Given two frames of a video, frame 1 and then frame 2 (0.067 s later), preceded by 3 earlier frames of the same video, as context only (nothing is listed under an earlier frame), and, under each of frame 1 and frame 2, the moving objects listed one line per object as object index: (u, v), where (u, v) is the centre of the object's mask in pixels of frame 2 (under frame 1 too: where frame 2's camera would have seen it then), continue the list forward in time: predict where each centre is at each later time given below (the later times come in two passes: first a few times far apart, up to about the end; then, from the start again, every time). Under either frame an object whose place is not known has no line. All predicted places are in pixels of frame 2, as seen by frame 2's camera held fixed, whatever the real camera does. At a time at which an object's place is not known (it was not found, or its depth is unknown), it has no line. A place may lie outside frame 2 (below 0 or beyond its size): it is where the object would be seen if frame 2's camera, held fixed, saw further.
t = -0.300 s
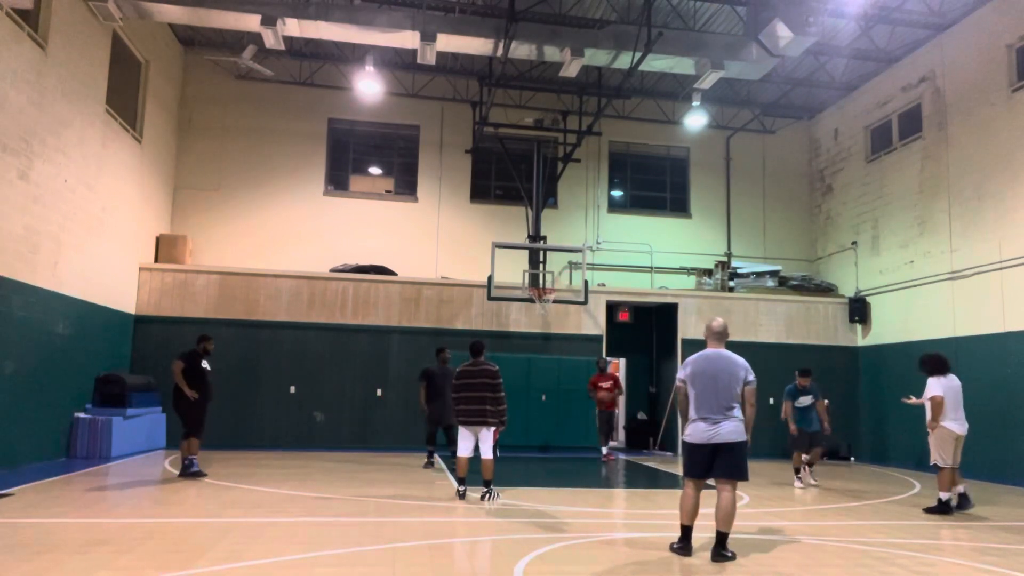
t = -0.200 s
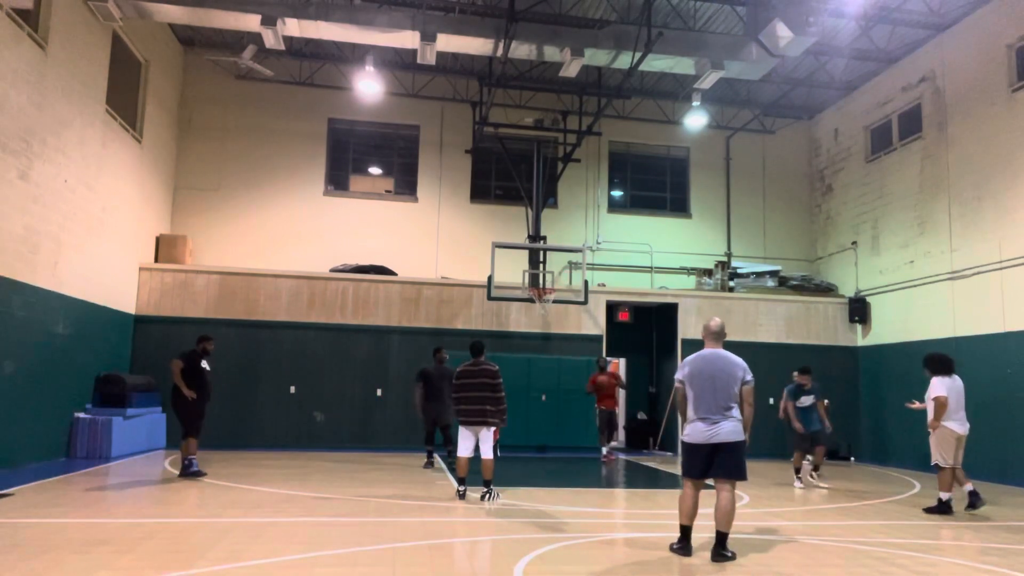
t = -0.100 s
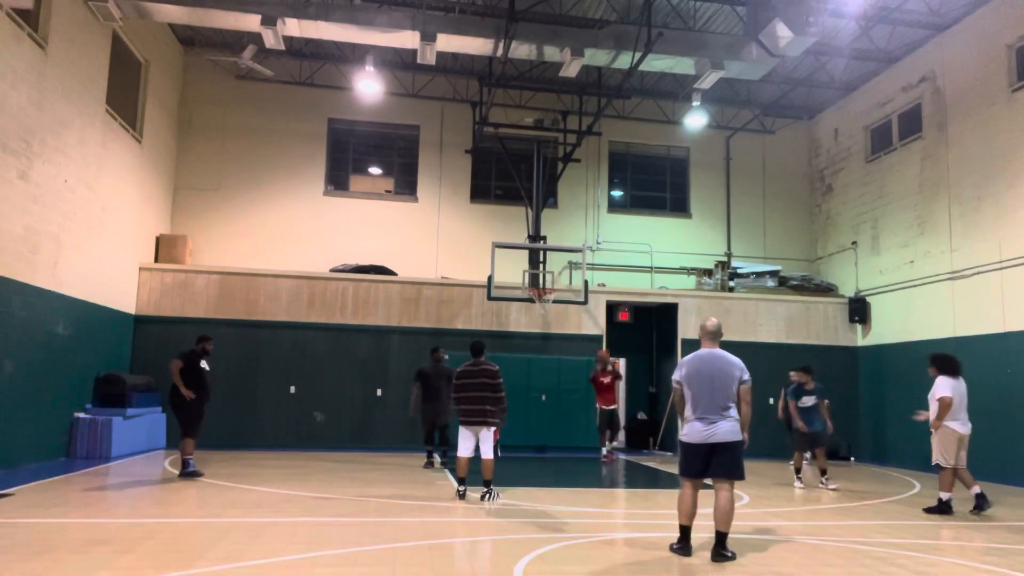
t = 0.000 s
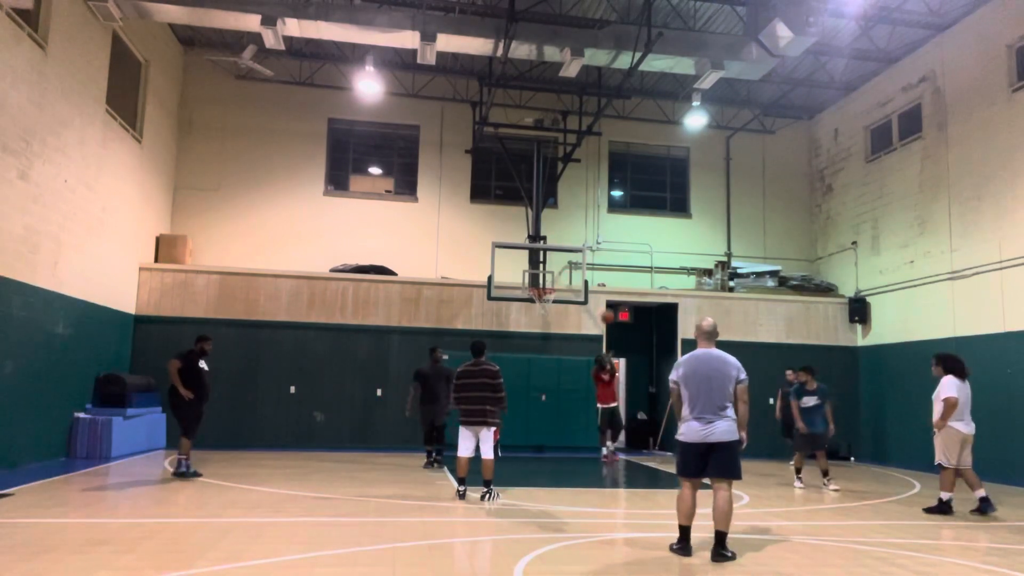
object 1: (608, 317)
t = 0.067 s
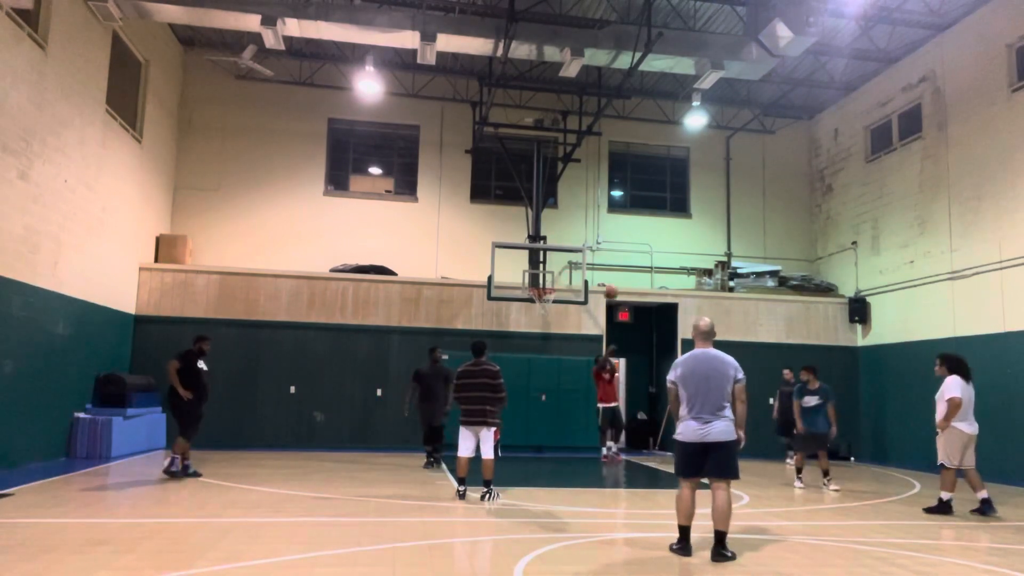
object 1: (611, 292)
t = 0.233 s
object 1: (618, 238)
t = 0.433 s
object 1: (629, 185)
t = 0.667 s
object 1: (644, 150)
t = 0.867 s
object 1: (661, 145)
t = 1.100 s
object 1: (686, 192)
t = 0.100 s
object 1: (612, 281)
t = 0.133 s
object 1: (613, 270)
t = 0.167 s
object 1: (615, 259)
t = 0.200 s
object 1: (616, 248)
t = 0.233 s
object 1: (618, 238)
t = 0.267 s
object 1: (620, 228)
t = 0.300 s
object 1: (622, 218)
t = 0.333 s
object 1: (623, 209)
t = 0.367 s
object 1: (626, 201)
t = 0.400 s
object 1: (627, 194)
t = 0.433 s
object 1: (629, 185)
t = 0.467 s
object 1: (631, 179)
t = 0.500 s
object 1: (633, 172)
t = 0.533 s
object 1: (635, 166)
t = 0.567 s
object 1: (637, 161)
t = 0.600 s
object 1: (639, 155)
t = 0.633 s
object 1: (641, 152)
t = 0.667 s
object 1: (644, 150)
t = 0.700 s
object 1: (647, 146)
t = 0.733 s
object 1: (649, 144)
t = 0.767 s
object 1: (652, 144)
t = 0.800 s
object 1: (655, 144)
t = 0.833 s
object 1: (658, 144)
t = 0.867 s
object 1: (661, 145)
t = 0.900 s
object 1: (664, 148)
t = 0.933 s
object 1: (668, 153)
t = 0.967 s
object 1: (670, 157)
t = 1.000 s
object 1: (675, 165)
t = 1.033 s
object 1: (678, 173)
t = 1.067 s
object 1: (682, 181)
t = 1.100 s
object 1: (686, 192)
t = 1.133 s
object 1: (690, 205)
